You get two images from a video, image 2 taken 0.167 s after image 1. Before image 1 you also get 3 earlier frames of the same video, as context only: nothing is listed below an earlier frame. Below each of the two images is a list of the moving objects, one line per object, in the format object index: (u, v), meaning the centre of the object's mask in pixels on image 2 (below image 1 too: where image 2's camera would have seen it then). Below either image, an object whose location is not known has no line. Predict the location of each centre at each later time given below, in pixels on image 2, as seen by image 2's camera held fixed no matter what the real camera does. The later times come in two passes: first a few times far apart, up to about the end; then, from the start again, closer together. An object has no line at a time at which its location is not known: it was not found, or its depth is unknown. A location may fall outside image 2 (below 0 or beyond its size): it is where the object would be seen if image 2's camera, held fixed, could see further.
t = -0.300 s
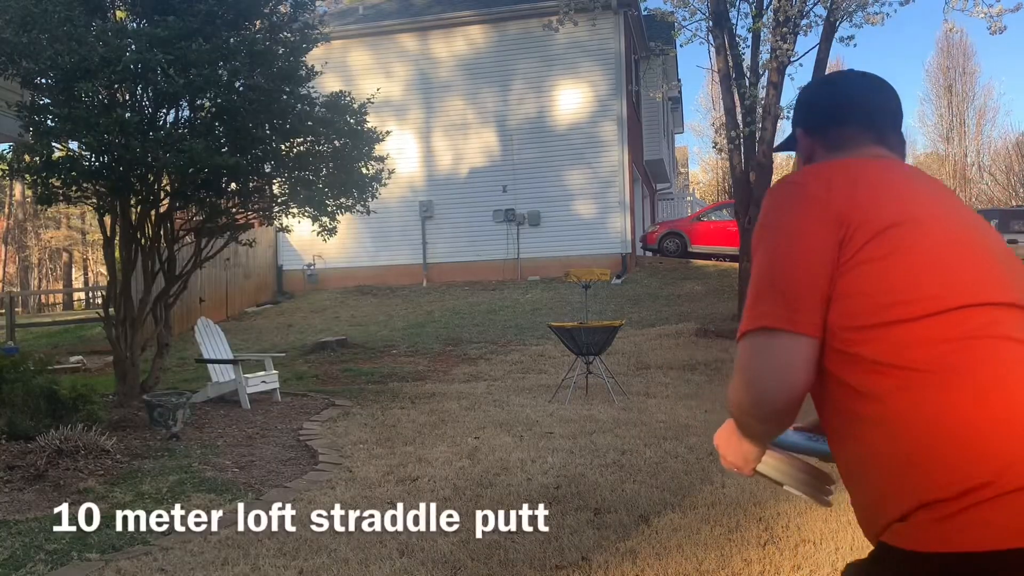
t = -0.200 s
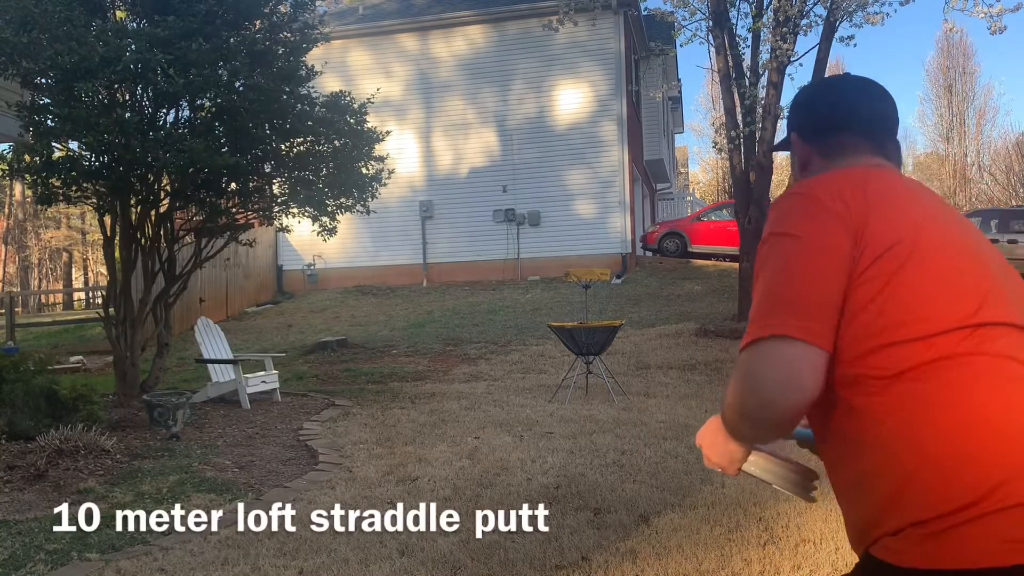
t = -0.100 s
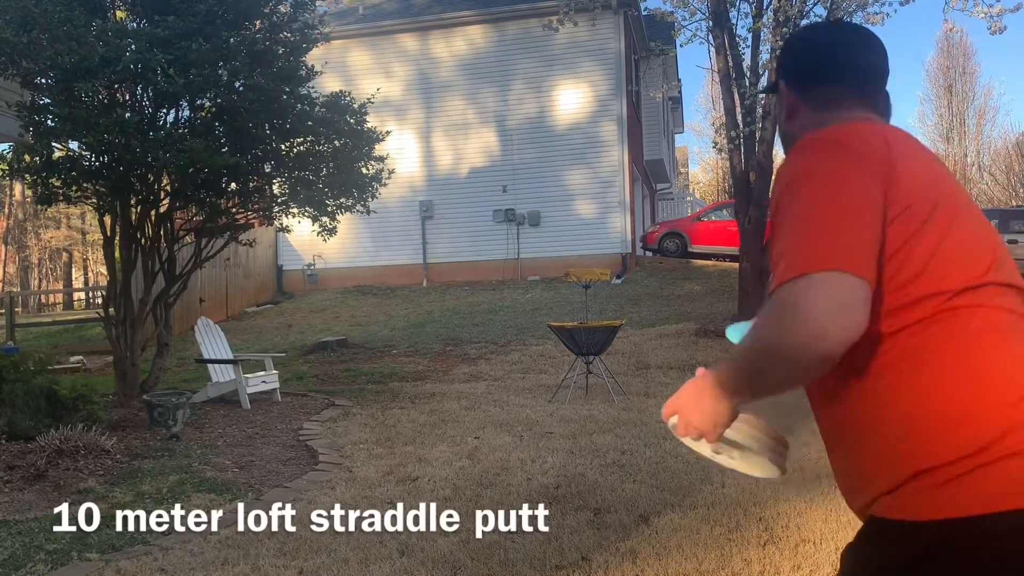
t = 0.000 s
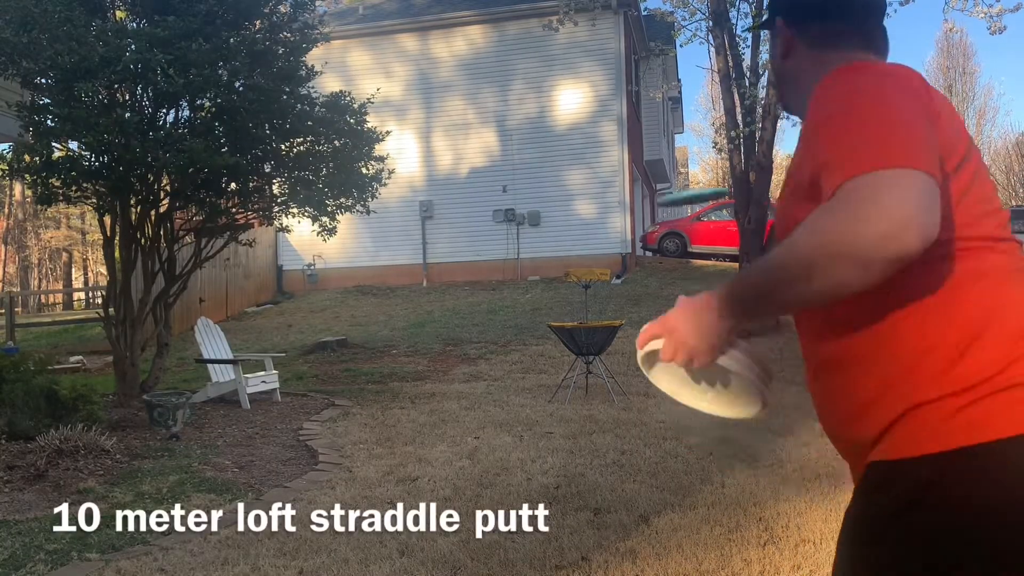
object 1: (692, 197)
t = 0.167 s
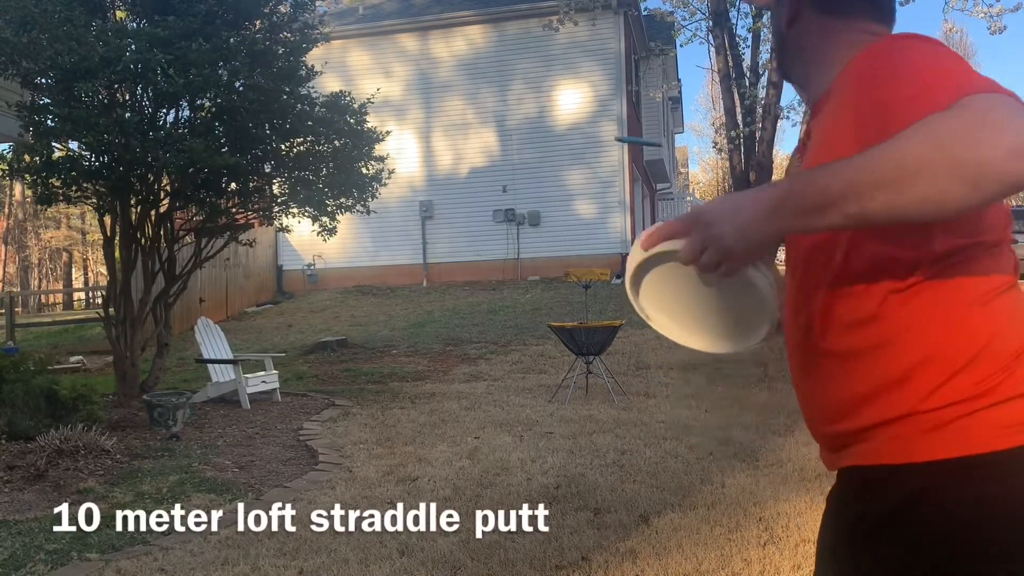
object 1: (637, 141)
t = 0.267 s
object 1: (622, 149)
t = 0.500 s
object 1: (602, 200)
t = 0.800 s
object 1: (589, 275)
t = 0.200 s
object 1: (631, 143)
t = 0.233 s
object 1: (627, 145)
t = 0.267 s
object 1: (622, 149)
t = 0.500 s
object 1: (602, 200)
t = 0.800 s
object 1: (589, 275)
